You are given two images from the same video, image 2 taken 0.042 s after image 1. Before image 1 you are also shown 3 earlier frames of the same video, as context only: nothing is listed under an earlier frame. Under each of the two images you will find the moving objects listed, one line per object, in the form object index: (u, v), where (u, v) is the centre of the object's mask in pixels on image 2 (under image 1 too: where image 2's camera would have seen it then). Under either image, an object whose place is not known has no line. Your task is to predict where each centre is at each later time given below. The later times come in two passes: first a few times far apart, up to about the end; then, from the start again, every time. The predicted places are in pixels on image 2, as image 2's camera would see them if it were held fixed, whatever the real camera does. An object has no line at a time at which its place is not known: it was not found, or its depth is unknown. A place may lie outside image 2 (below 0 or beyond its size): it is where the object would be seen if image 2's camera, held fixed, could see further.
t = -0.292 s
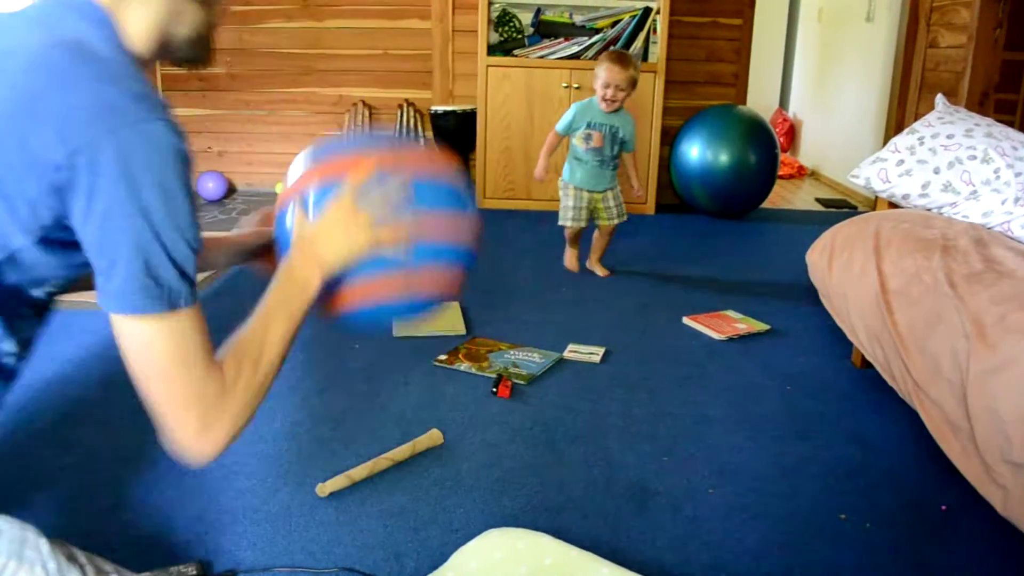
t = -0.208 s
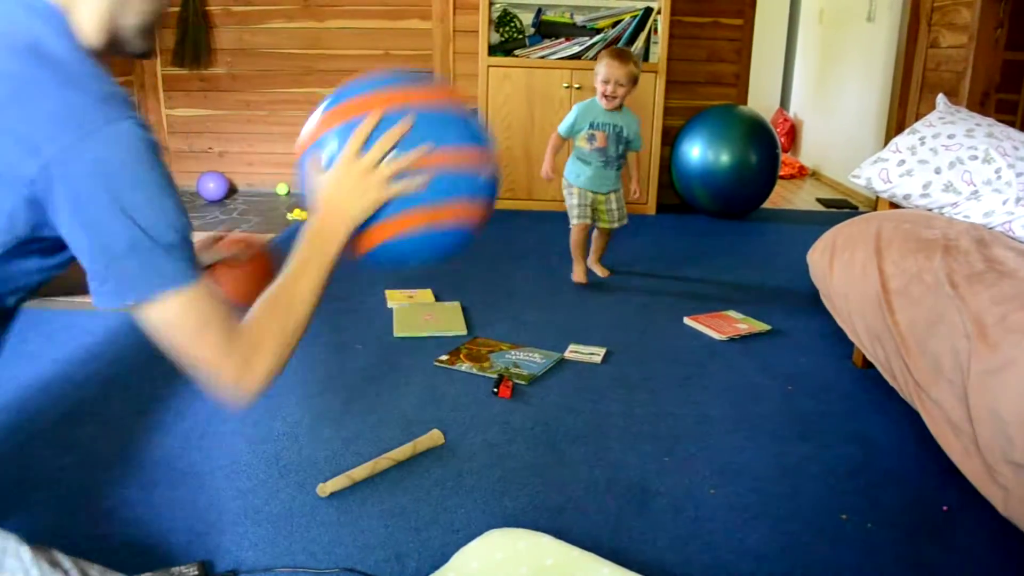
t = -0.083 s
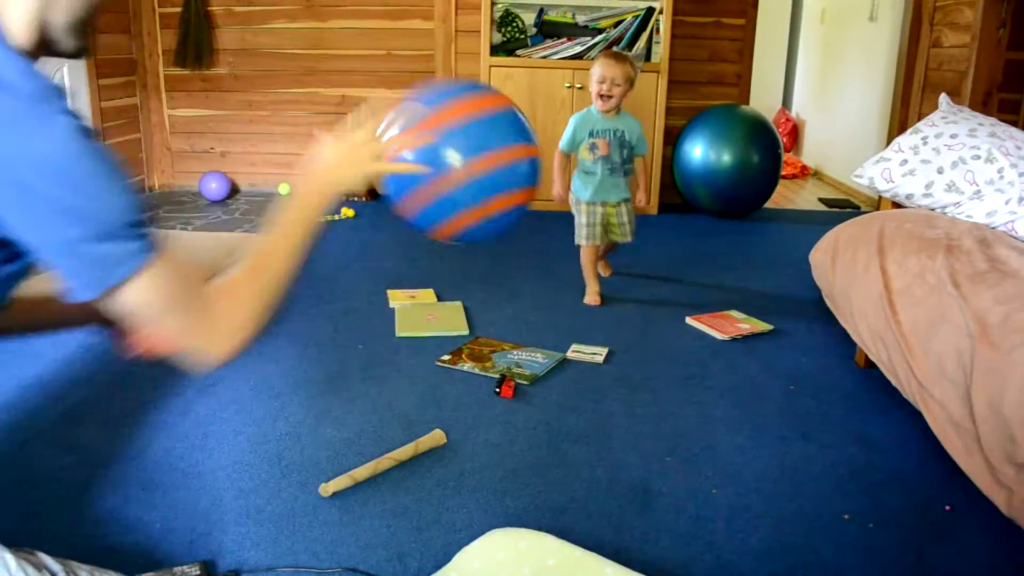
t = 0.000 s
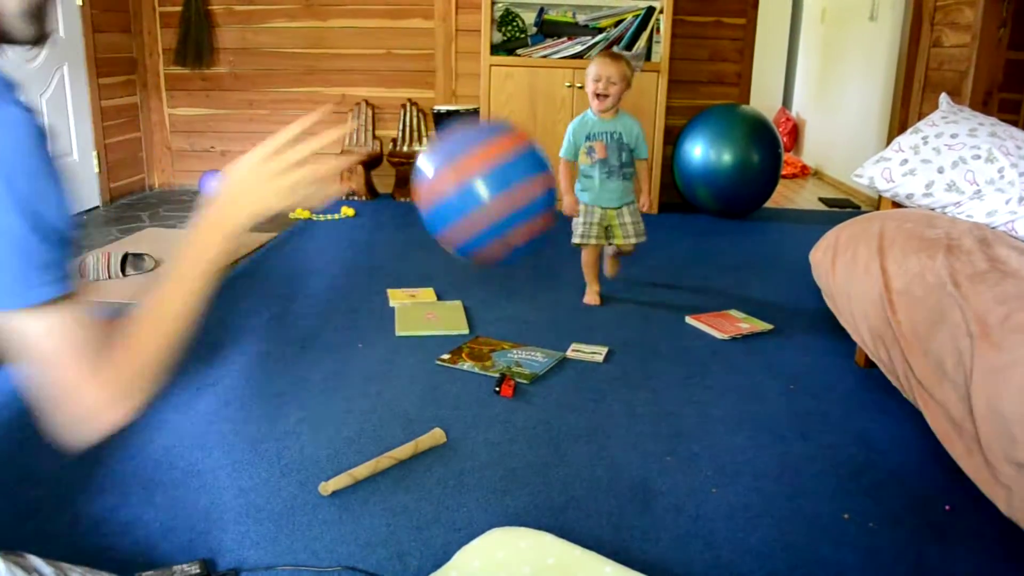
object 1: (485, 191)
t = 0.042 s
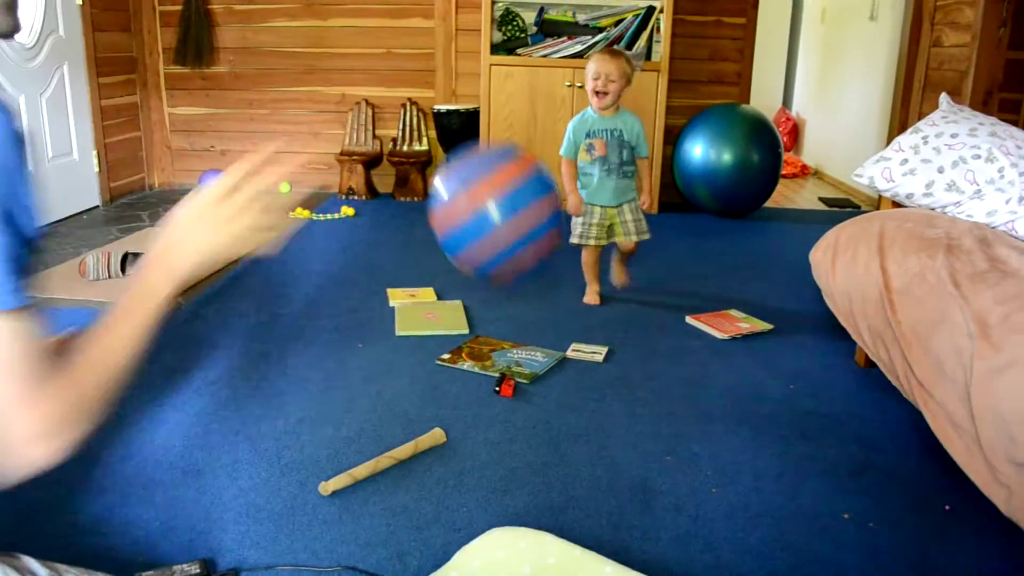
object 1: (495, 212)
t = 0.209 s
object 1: (521, 240)
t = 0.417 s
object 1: (415, 253)
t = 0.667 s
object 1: (297, 273)
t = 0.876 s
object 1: (246, 266)
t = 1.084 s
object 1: (197, 265)
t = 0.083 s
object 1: (505, 237)
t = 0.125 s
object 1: (513, 266)
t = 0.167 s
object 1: (518, 268)
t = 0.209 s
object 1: (521, 240)
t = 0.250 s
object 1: (505, 234)
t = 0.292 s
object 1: (480, 242)
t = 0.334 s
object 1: (458, 250)
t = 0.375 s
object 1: (436, 261)
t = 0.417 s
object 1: (415, 253)
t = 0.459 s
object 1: (394, 247)
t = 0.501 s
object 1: (371, 245)
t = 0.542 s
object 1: (352, 248)
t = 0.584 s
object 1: (332, 257)
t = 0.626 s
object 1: (310, 271)
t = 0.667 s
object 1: (297, 273)
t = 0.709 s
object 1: (286, 263)
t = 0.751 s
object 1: (276, 257)
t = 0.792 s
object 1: (265, 255)
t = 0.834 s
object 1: (255, 259)
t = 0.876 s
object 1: (246, 266)
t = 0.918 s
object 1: (237, 274)
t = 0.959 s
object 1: (227, 267)
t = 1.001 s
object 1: (217, 261)
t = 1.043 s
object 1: (206, 261)
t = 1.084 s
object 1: (197, 265)
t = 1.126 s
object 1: (188, 273)
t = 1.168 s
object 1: (177, 270)
